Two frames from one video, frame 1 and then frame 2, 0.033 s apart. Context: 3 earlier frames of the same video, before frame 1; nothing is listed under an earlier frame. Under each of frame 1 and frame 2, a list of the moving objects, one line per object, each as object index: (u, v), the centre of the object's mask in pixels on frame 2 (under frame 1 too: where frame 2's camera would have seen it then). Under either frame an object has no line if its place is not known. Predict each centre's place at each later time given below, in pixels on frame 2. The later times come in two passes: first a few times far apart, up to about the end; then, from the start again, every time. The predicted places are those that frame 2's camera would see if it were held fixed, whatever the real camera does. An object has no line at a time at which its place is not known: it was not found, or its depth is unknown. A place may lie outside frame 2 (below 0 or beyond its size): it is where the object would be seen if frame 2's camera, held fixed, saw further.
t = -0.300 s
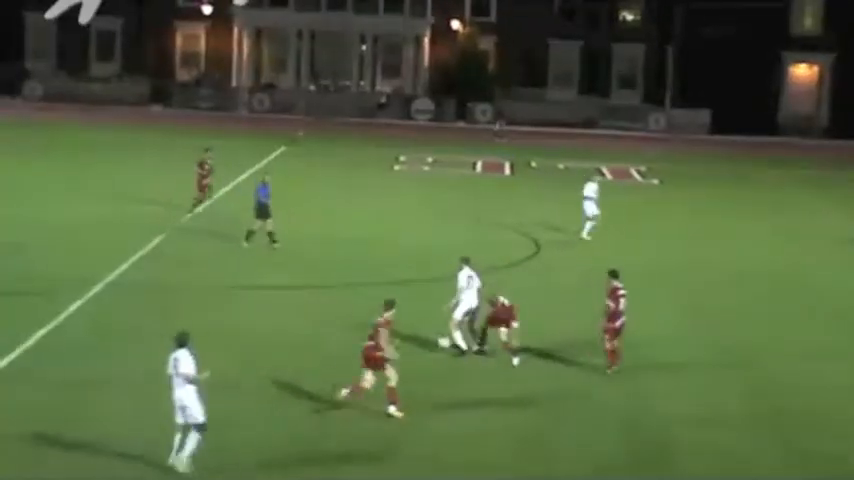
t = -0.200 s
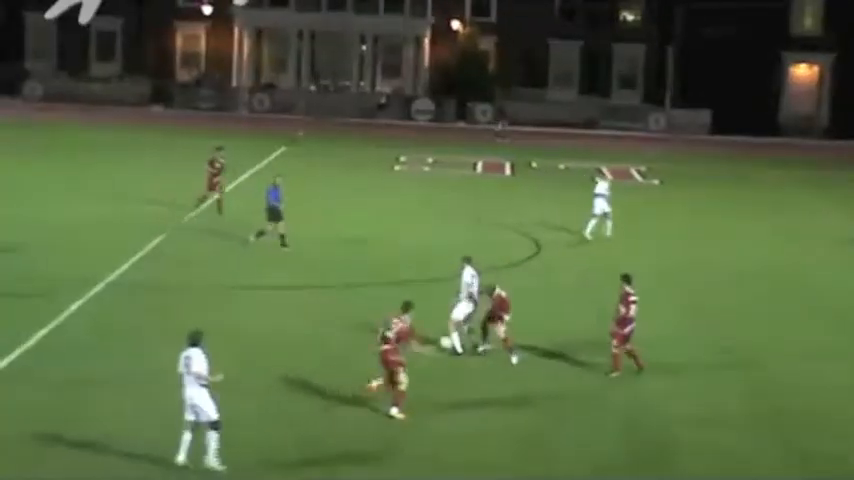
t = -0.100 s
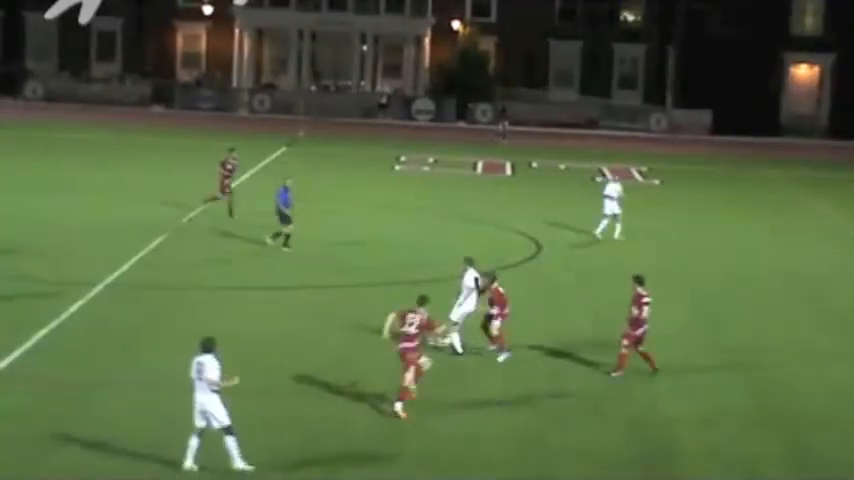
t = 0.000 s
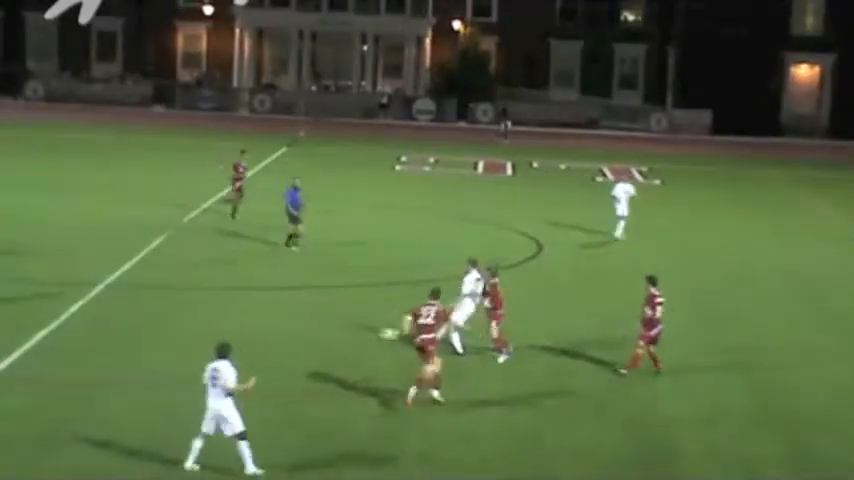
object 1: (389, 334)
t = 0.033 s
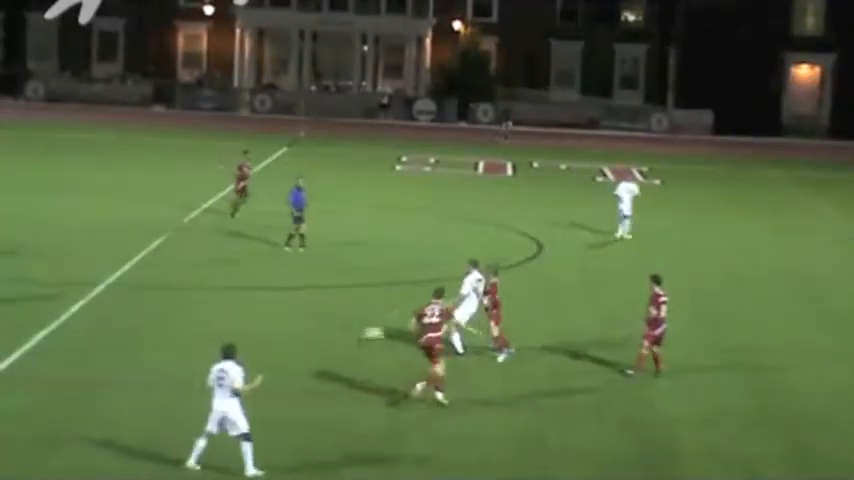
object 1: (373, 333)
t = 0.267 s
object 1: (268, 328)
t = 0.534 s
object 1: (182, 324)
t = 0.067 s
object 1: (356, 332)
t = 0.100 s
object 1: (340, 332)
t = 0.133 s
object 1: (324, 332)
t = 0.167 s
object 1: (308, 333)
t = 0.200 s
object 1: (294, 331)
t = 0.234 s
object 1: (282, 330)
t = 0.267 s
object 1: (268, 328)
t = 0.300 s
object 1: (254, 328)
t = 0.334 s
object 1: (241, 328)
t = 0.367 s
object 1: (229, 329)
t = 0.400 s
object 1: (219, 327)
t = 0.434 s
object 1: (209, 326)
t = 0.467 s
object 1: (202, 325)
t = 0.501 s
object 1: (191, 325)
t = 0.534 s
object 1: (182, 324)
